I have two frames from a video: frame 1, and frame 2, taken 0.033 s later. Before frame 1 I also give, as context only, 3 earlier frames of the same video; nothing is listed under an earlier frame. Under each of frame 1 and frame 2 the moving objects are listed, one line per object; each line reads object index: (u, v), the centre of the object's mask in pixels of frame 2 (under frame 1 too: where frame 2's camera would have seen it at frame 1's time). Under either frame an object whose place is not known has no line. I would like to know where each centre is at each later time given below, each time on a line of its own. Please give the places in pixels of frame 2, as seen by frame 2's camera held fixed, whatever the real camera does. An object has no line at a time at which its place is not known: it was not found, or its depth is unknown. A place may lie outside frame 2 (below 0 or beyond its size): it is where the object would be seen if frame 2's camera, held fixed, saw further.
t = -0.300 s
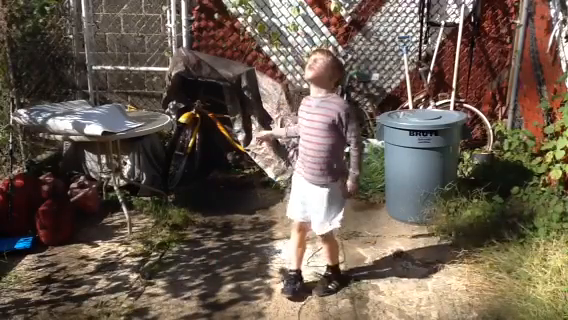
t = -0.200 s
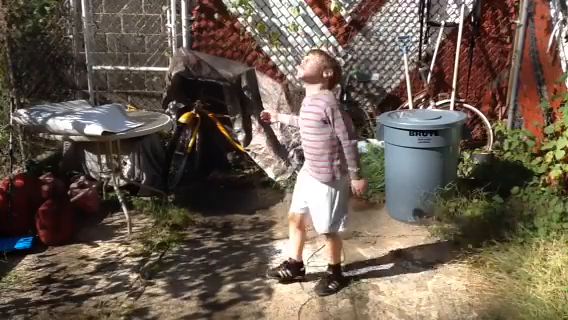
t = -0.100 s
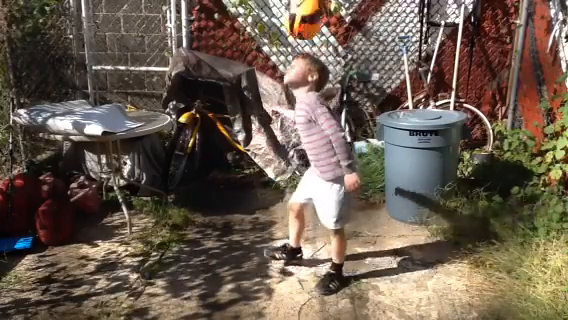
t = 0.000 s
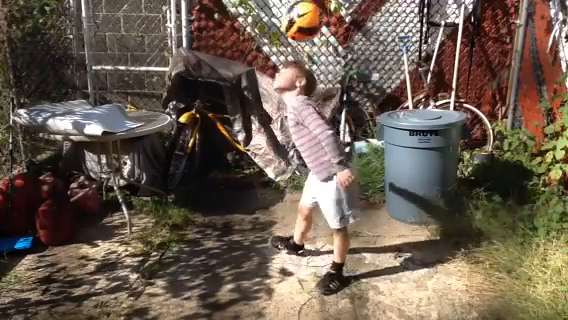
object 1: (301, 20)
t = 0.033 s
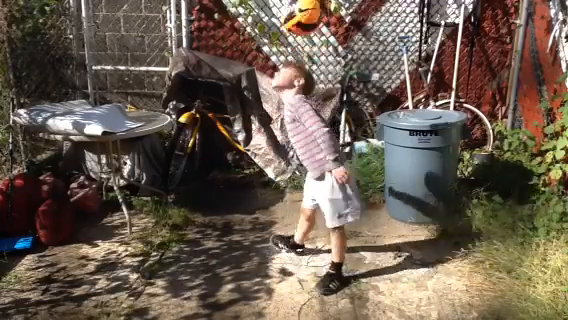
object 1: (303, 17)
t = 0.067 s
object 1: (302, 14)
